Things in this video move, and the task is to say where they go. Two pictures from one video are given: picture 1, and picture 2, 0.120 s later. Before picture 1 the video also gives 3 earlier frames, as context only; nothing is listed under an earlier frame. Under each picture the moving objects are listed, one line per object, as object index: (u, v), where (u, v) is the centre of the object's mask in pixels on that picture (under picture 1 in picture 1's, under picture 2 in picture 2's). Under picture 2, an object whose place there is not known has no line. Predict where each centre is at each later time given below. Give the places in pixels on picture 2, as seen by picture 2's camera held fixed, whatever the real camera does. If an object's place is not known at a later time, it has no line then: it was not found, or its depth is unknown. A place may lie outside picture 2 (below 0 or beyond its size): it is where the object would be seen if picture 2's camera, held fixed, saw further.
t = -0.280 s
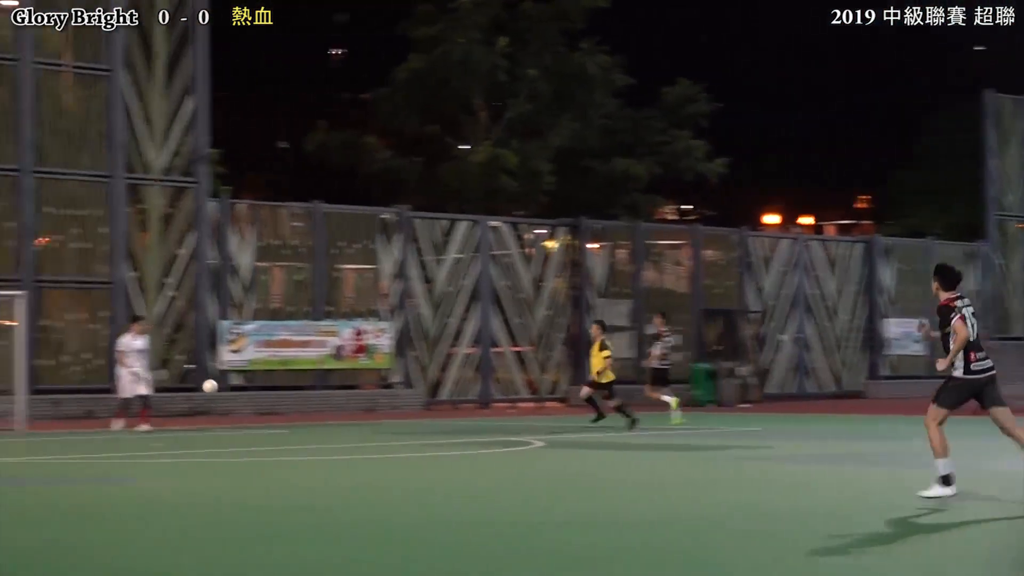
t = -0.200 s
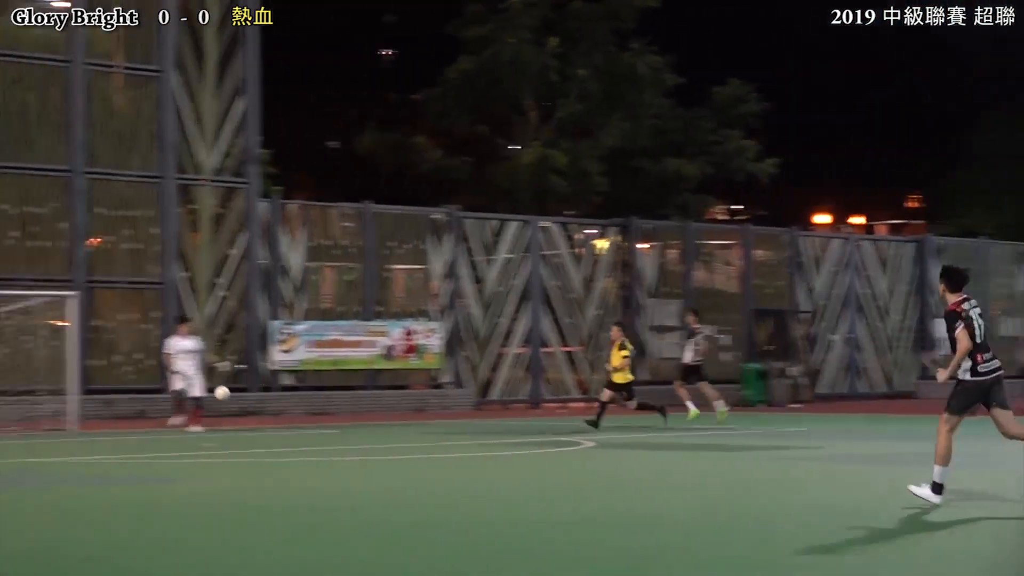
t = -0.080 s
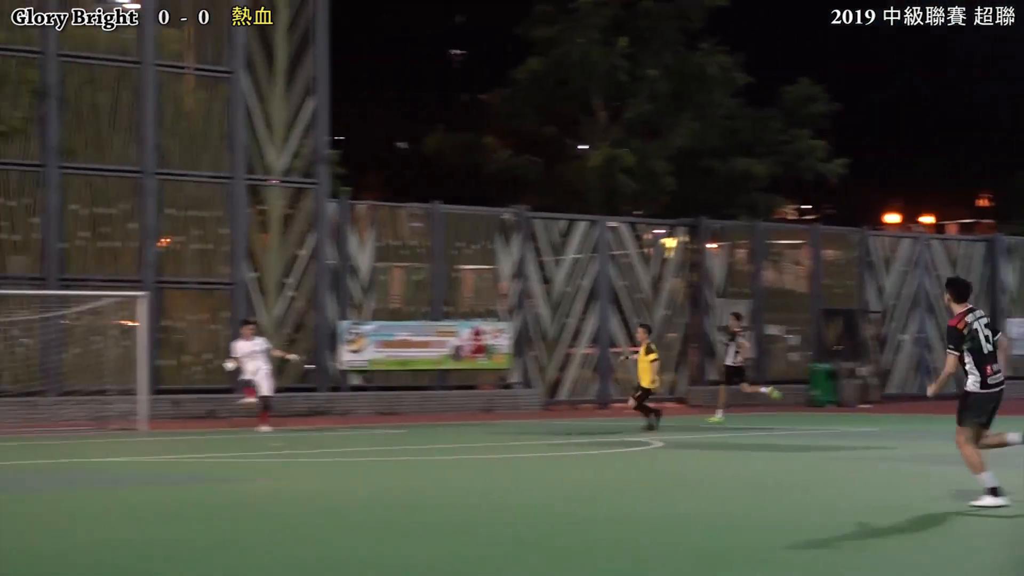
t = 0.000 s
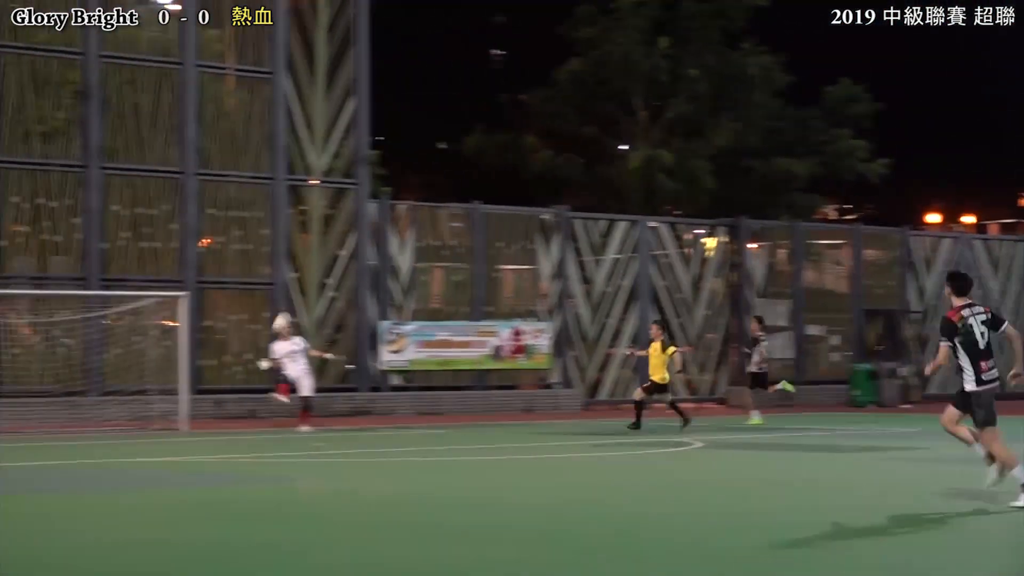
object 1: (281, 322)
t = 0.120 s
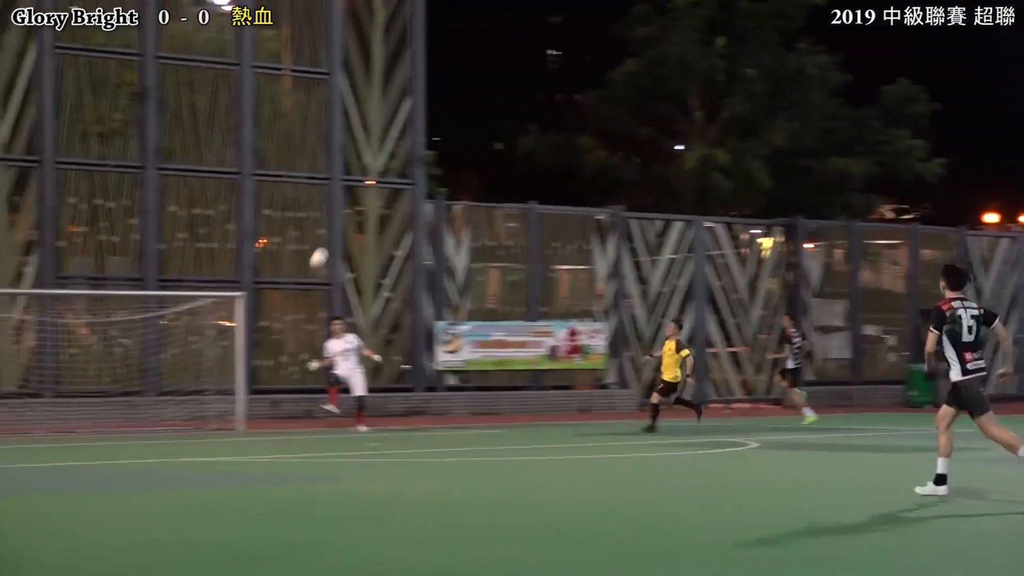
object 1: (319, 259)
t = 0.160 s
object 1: (312, 238)
